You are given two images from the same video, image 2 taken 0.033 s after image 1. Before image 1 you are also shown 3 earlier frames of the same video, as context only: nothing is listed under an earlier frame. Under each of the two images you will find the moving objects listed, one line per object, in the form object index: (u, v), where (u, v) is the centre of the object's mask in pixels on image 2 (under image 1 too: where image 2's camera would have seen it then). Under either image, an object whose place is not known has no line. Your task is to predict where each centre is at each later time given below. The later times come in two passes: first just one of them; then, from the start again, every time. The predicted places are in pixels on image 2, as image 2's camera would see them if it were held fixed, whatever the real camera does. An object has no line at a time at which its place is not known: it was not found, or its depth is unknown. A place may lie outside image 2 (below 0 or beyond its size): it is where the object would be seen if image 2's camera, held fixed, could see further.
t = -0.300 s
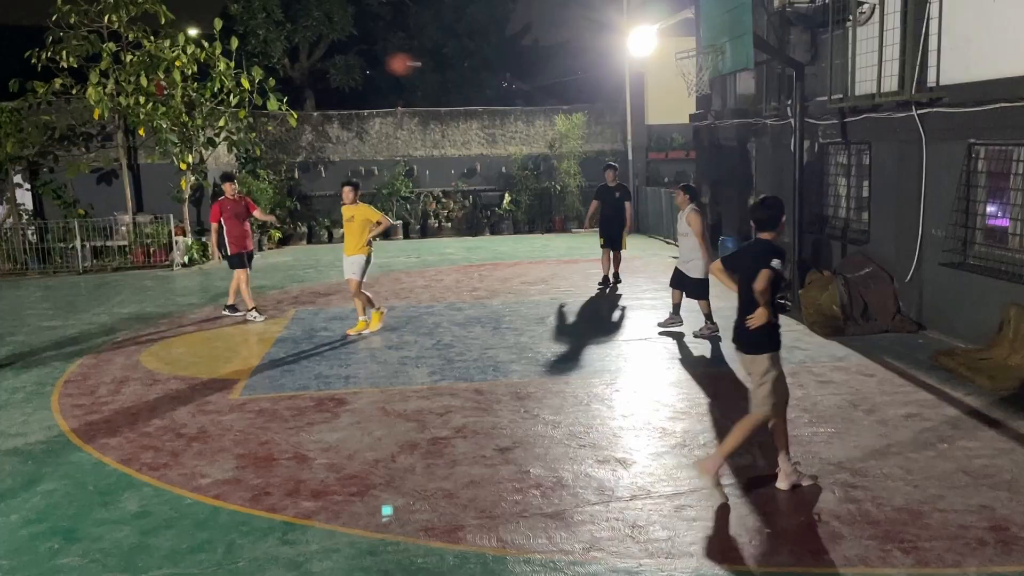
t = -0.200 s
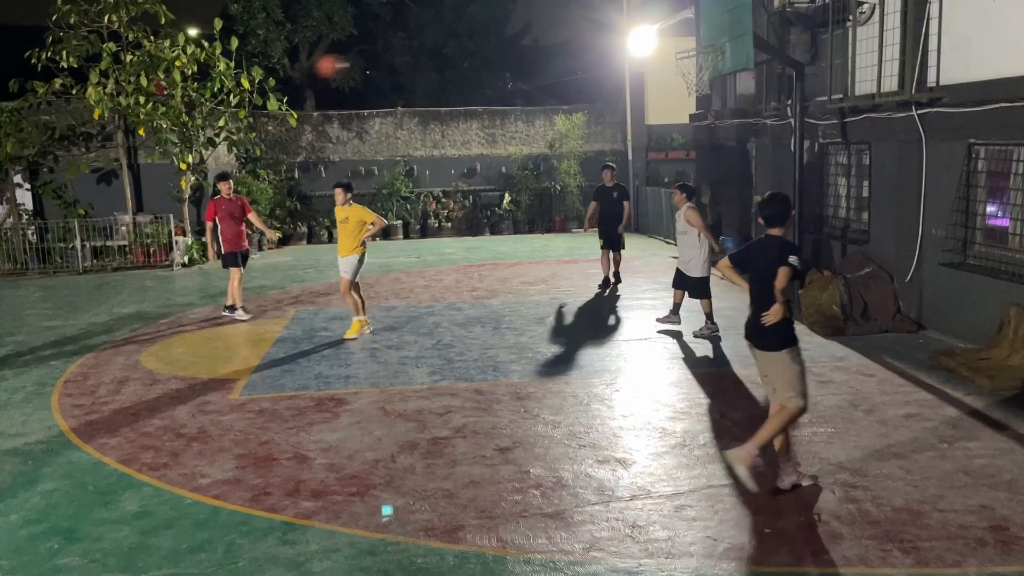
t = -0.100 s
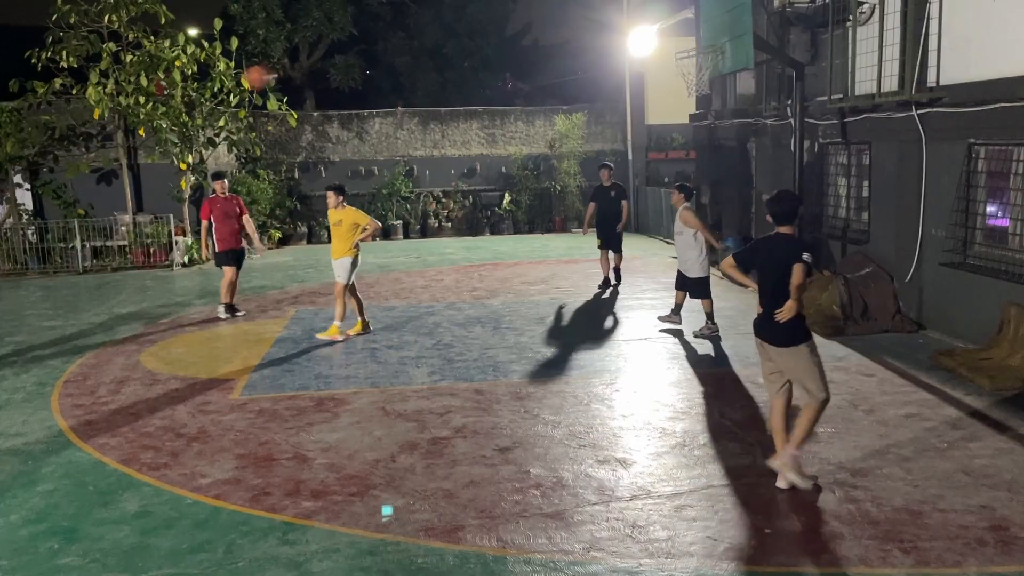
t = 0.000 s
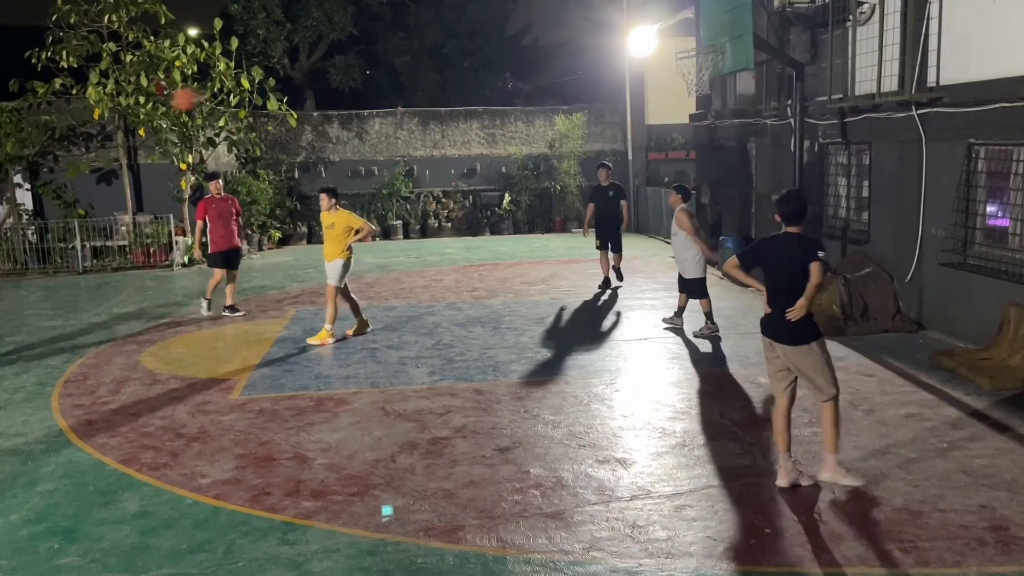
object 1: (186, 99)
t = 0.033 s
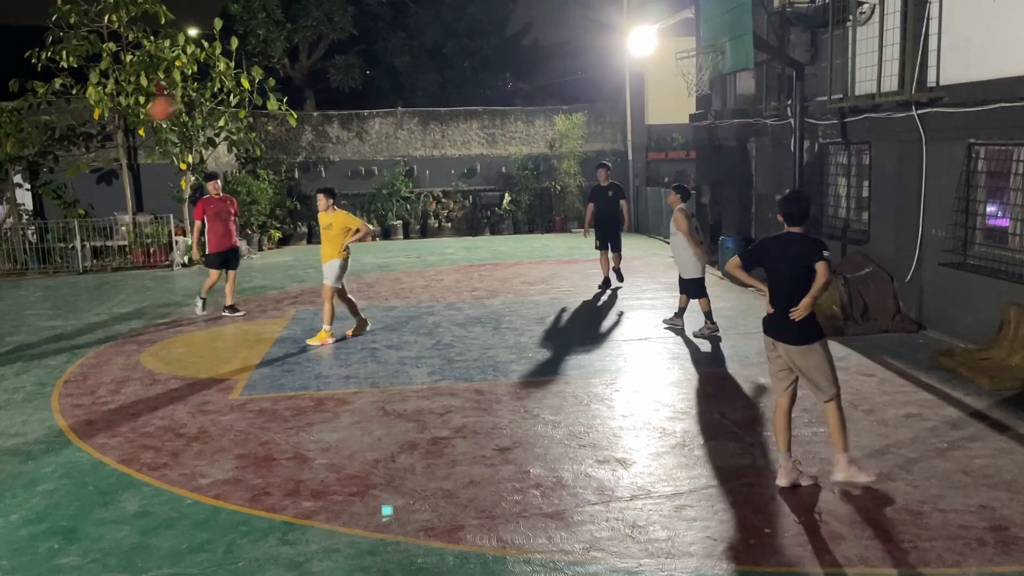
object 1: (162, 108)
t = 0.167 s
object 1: (68, 157)
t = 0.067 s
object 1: (138, 119)
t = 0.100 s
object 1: (115, 131)
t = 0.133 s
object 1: (92, 144)
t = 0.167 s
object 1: (68, 157)
